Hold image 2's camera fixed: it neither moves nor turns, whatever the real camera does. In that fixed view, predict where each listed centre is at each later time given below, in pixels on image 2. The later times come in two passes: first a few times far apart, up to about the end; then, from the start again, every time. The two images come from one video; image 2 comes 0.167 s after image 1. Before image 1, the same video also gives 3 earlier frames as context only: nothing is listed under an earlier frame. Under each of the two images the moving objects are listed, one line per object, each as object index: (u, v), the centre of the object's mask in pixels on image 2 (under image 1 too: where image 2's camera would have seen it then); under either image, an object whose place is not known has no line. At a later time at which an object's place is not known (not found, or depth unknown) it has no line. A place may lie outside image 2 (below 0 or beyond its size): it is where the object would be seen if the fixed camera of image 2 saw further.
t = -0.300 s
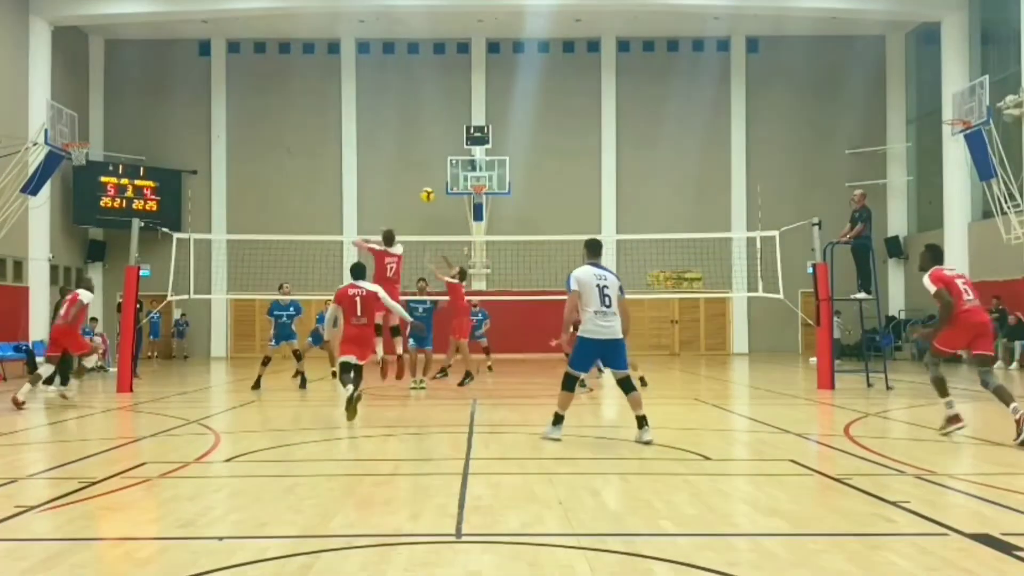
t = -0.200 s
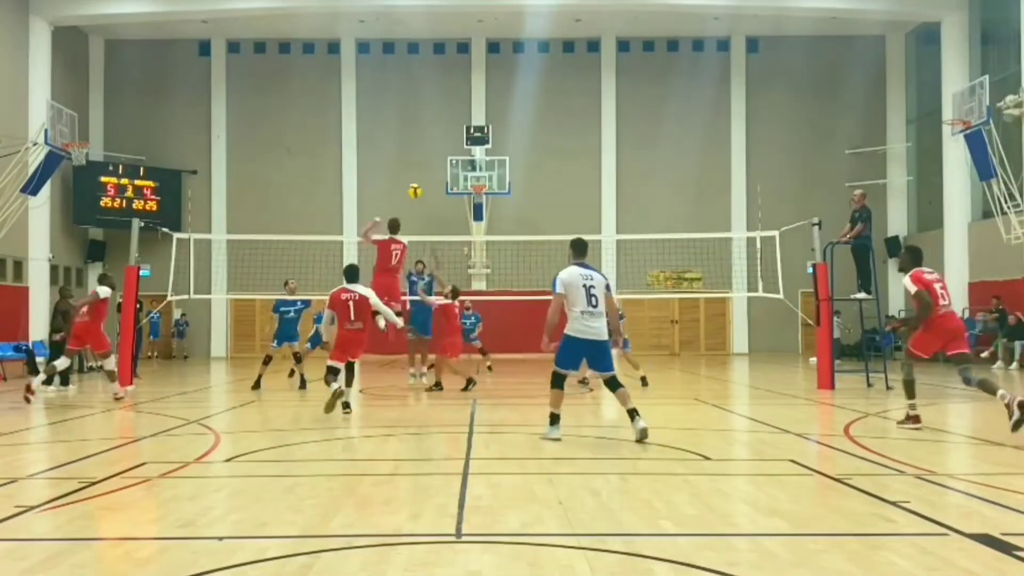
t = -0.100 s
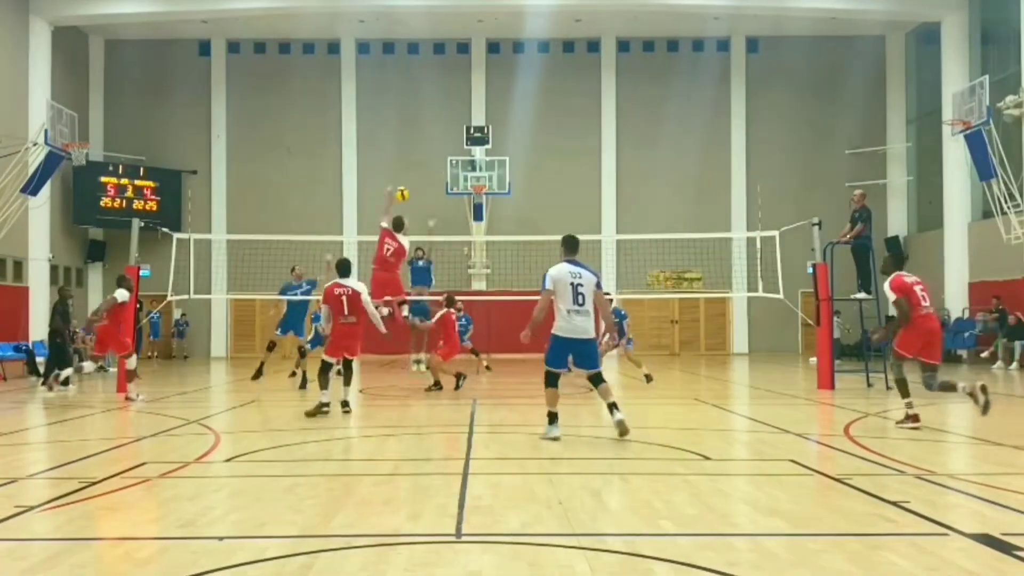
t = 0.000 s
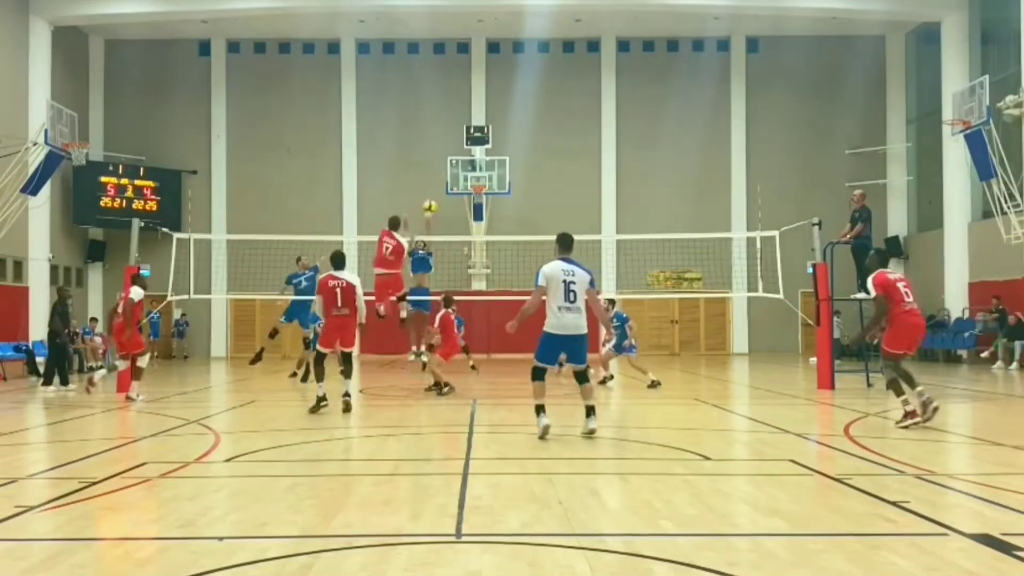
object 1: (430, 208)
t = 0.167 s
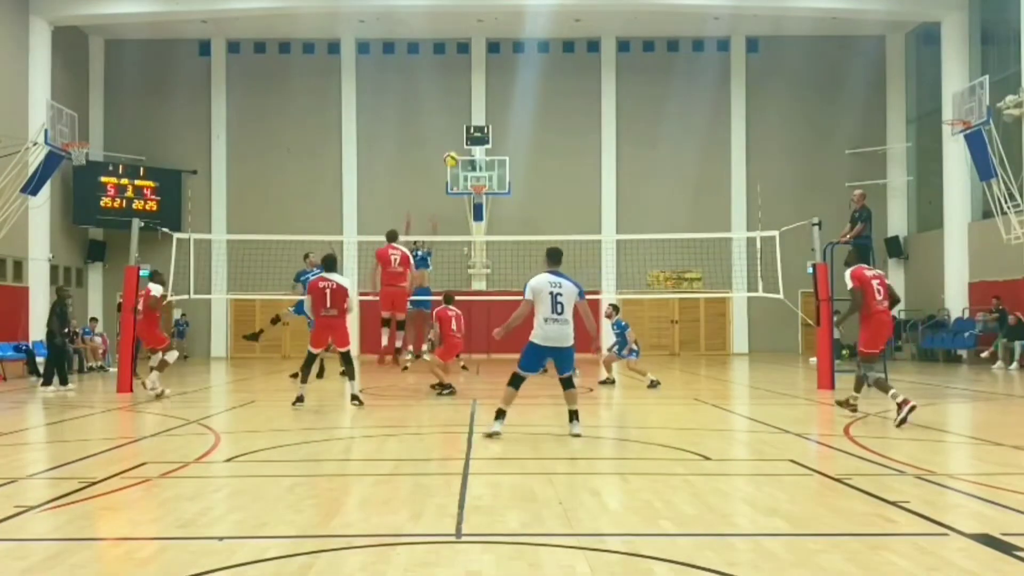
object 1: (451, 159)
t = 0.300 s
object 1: (468, 131)
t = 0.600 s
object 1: (510, 111)
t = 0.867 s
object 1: (552, 148)
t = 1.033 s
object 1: (580, 202)
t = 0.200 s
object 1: (454, 150)
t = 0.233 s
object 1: (458, 144)
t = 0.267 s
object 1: (463, 138)
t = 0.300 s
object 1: (468, 131)
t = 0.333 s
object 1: (471, 126)
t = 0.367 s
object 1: (476, 123)
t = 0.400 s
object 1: (481, 118)
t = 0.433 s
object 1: (486, 115)
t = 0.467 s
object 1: (490, 112)
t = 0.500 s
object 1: (495, 111)
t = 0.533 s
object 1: (500, 110)
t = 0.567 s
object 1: (505, 111)
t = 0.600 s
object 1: (510, 111)
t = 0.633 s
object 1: (515, 112)
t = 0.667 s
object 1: (520, 114)
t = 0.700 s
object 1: (525, 118)
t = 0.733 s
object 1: (530, 122)
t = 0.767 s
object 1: (536, 128)
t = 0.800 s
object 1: (541, 133)
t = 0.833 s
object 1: (546, 140)
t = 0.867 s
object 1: (552, 148)
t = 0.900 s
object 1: (558, 157)
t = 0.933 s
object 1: (562, 166)
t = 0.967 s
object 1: (569, 178)
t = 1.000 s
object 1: (574, 189)
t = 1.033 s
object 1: (580, 202)
